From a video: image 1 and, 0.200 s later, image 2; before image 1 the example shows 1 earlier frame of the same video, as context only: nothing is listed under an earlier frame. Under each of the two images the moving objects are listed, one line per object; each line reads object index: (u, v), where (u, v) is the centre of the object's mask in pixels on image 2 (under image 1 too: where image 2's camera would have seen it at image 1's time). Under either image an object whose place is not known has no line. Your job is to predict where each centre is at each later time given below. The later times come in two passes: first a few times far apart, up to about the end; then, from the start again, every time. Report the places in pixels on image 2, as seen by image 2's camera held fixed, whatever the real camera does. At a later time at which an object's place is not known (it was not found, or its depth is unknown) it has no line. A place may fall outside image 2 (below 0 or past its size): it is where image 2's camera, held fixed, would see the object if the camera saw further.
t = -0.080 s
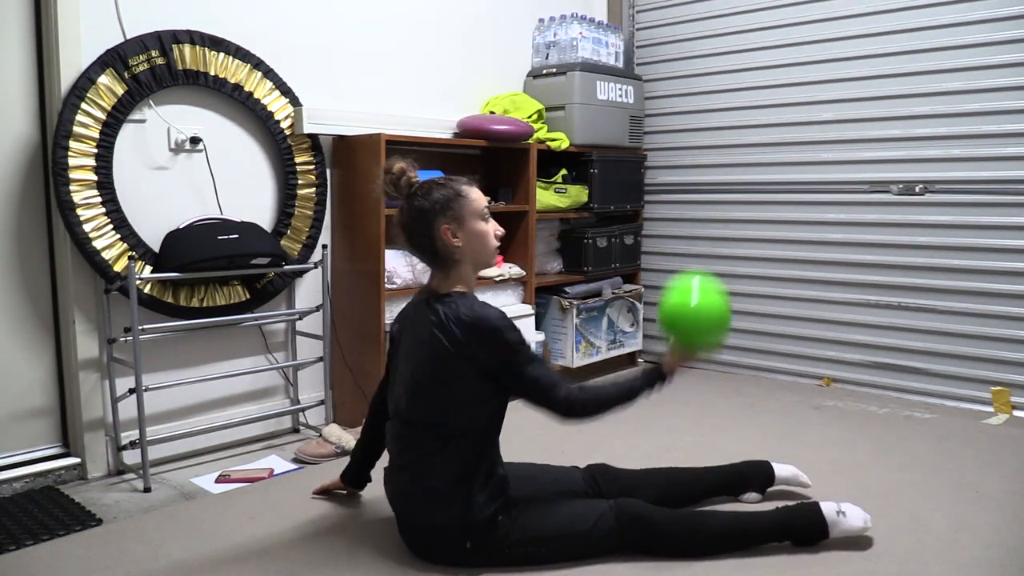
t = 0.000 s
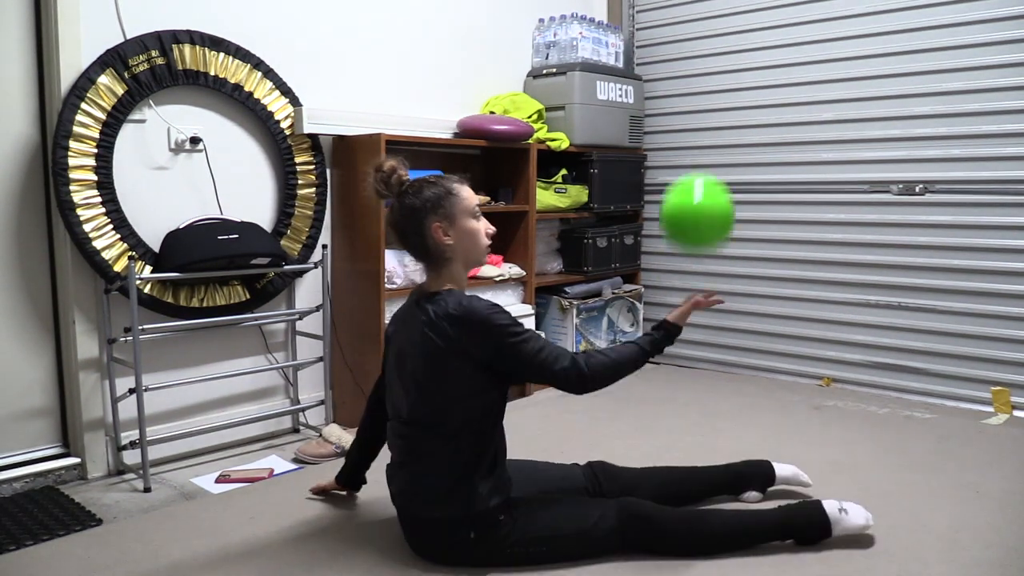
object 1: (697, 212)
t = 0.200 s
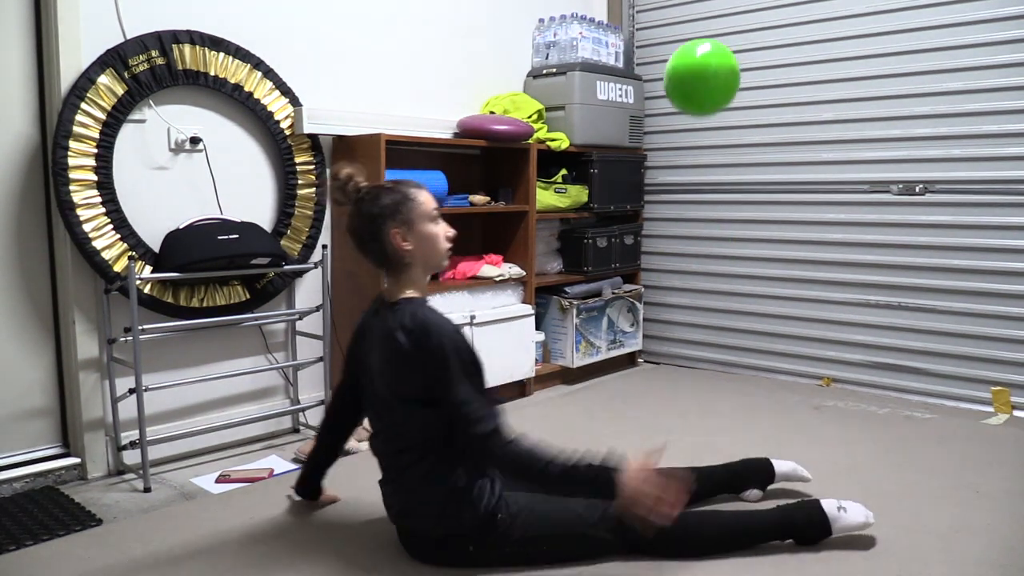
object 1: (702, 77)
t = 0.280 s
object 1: (703, 68)
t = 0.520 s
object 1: (705, 188)
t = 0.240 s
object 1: (702, 70)
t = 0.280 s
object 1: (703, 68)
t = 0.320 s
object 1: (703, 72)
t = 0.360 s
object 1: (704, 83)
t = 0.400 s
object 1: (704, 100)
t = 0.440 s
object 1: (705, 123)
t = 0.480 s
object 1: (705, 153)
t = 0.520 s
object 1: (705, 188)
